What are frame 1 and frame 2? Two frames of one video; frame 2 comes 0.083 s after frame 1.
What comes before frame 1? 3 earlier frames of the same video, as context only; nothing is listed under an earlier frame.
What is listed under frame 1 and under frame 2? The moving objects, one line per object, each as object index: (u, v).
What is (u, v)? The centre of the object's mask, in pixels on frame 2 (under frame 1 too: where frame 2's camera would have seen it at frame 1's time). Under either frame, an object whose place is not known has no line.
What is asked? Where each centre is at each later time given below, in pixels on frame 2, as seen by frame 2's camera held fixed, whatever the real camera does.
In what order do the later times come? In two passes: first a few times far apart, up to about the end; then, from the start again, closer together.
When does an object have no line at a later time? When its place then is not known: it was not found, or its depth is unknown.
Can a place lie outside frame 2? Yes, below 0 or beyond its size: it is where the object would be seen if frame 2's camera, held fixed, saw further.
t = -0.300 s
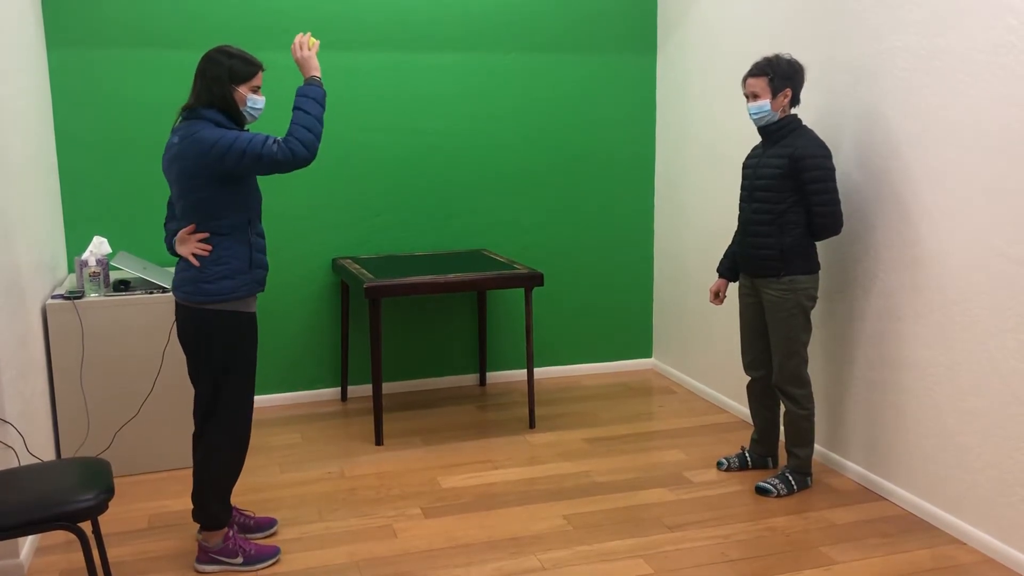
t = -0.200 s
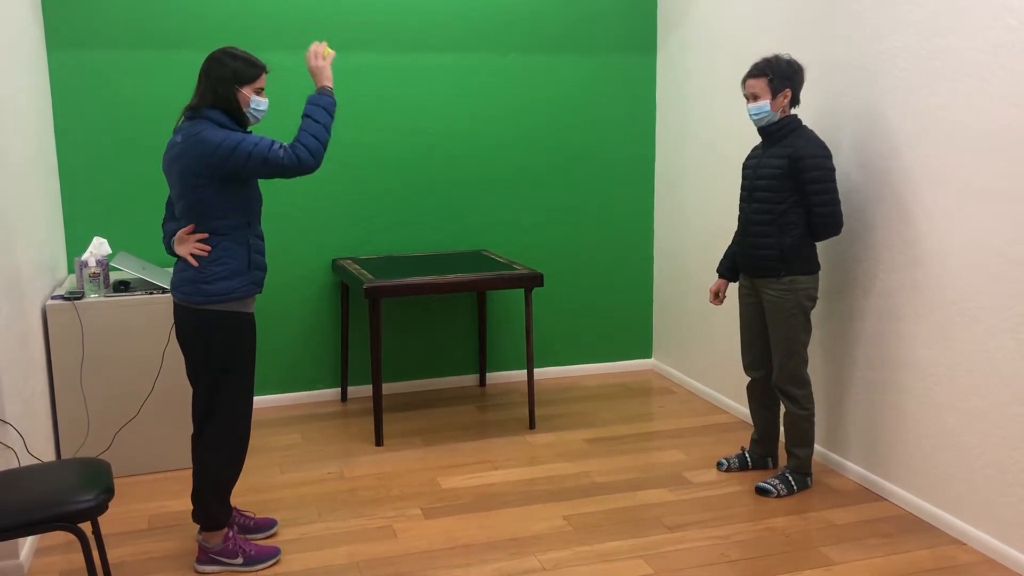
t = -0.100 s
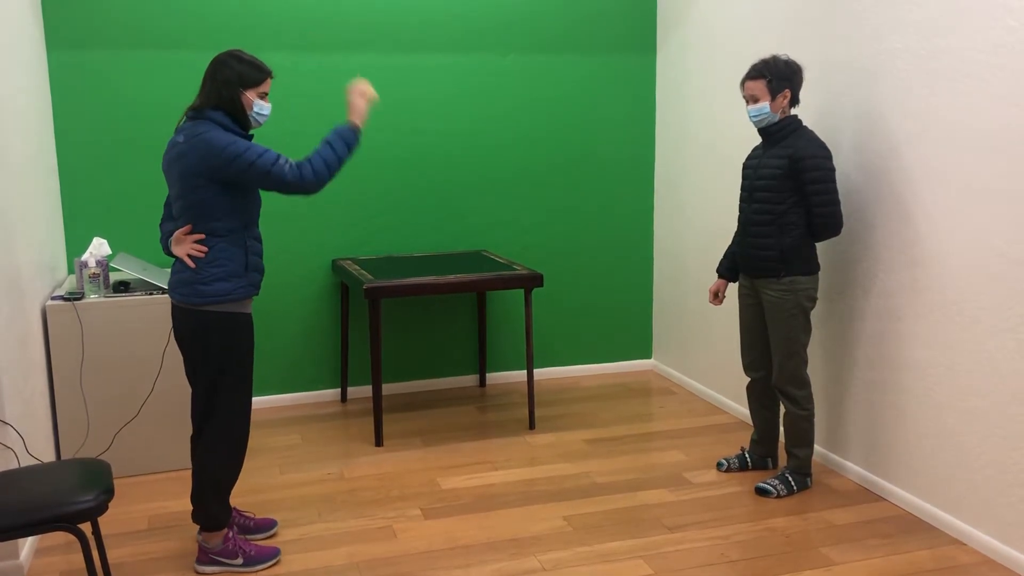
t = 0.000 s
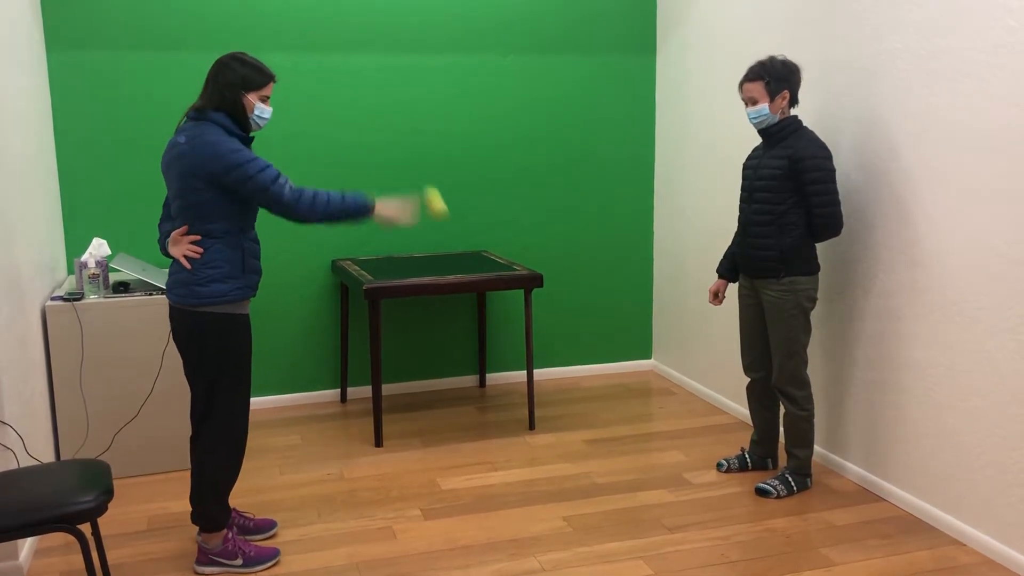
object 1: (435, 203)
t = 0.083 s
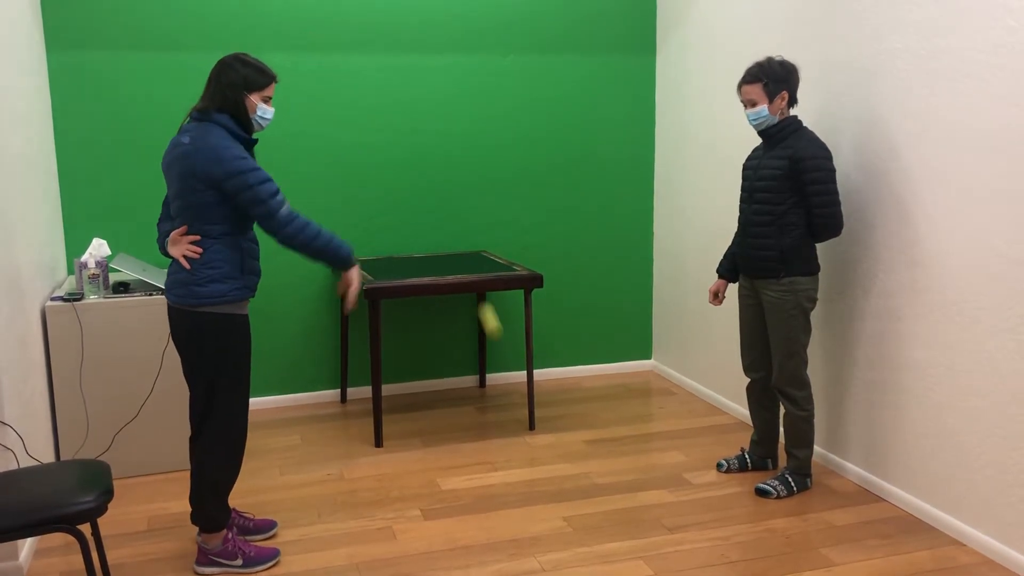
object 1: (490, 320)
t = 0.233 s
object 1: (565, 460)
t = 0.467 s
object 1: (606, 268)
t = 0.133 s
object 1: (520, 396)
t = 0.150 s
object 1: (529, 417)
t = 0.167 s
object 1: (541, 443)
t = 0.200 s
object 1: (558, 493)
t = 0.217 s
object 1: (562, 480)
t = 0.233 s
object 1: (565, 460)
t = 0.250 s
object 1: (567, 442)
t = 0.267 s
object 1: (570, 422)
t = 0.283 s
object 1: (572, 406)
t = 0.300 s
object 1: (575, 390)
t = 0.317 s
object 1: (580, 375)
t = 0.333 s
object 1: (582, 361)
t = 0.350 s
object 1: (585, 347)
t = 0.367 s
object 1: (588, 334)
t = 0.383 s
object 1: (591, 321)
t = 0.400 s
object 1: (594, 310)
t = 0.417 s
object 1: (597, 298)
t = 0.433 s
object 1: (599, 288)
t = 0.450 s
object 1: (603, 278)
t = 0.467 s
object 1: (606, 268)
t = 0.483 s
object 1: (609, 260)
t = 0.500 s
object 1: (612, 253)
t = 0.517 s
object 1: (615, 246)
